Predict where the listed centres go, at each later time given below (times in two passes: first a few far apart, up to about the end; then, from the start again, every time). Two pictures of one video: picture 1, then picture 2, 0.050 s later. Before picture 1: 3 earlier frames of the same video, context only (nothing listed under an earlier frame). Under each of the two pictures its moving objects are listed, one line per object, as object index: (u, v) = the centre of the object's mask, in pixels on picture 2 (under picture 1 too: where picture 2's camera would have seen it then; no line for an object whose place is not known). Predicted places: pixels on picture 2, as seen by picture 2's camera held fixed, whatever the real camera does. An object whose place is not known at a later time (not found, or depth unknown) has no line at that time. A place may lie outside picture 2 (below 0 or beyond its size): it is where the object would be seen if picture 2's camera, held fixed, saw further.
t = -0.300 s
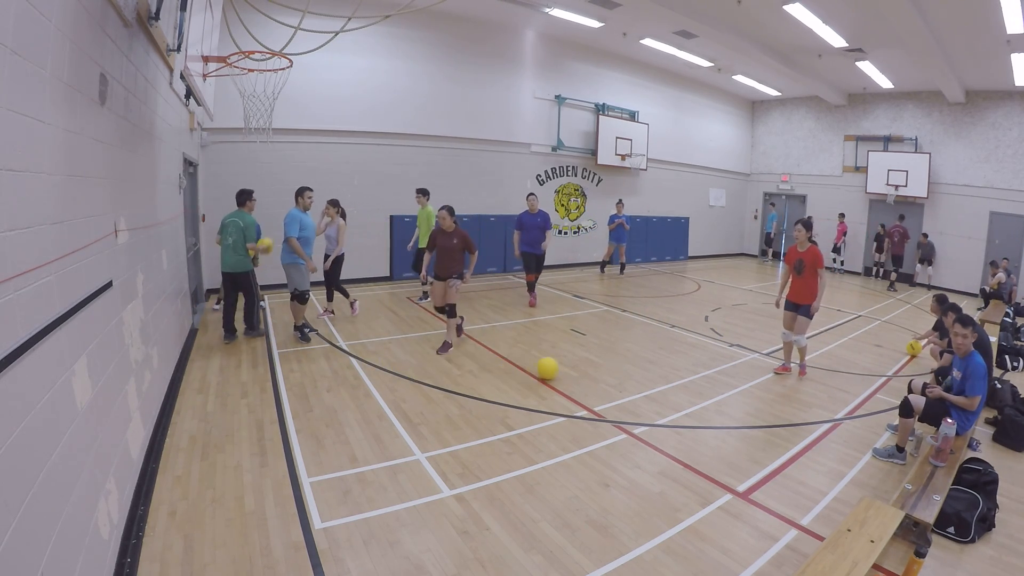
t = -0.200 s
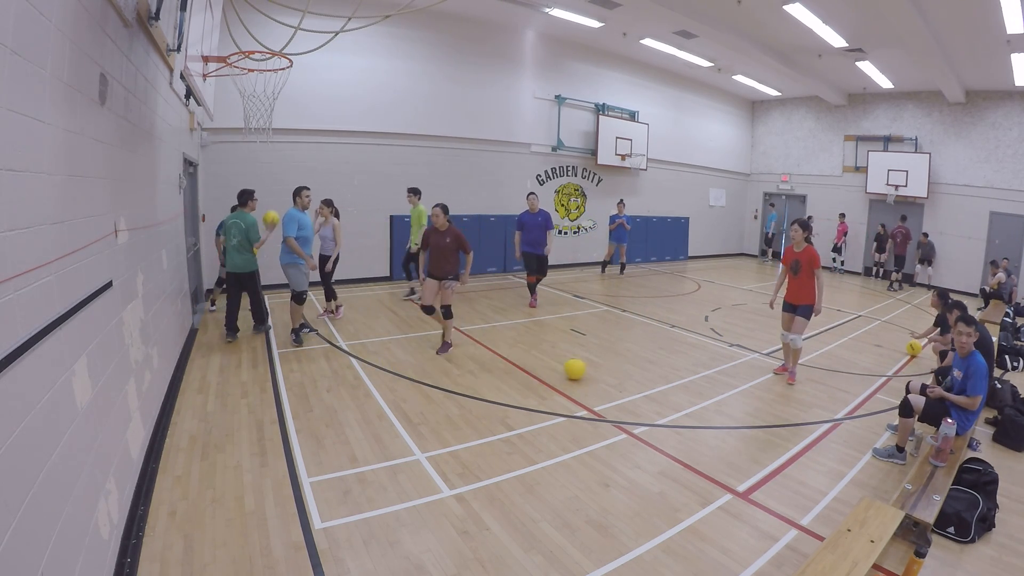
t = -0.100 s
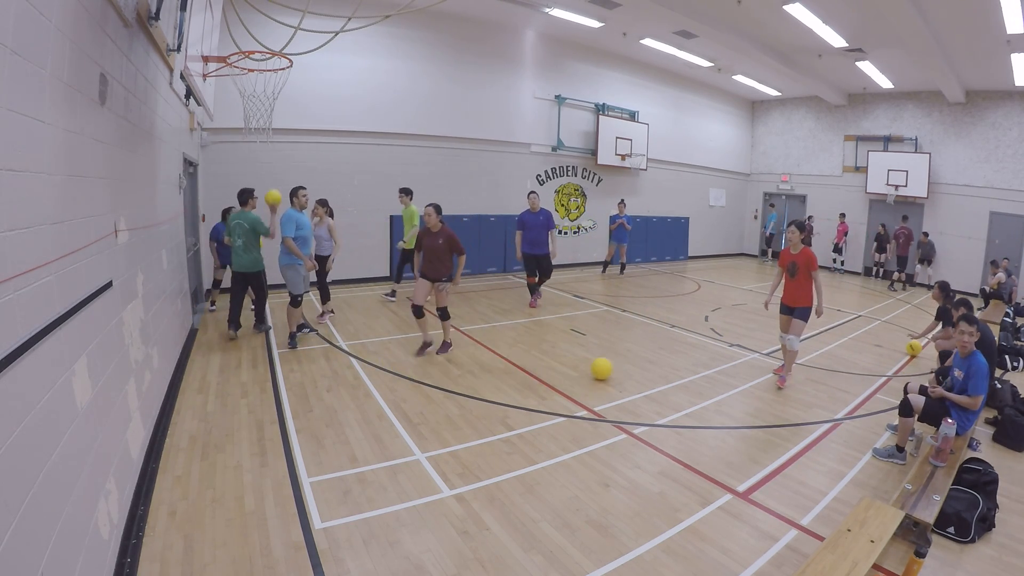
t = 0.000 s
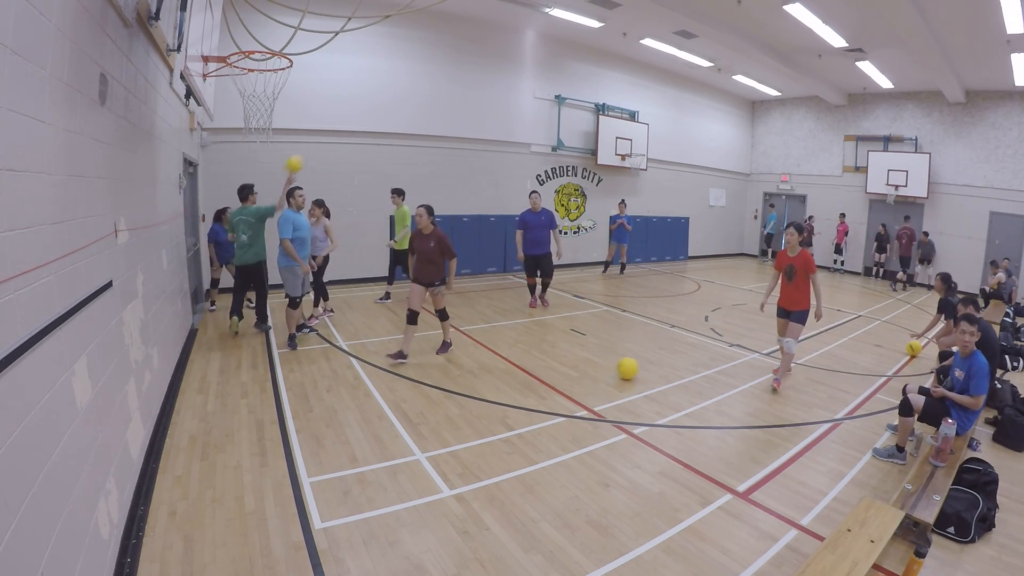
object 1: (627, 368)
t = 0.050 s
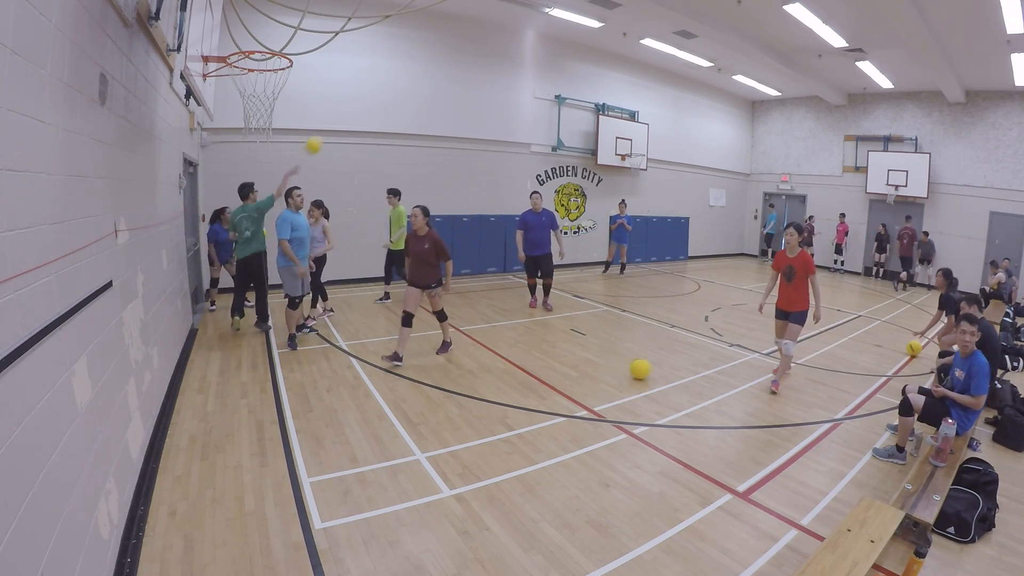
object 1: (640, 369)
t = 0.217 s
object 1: (680, 368)
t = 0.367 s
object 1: (714, 367)
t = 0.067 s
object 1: (644, 369)
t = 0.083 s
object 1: (648, 368)
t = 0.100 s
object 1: (652, 368)
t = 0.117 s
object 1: (656, 368)
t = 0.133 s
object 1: (660, 368)
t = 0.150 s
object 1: (664, 368)
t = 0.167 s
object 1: (668, 368)
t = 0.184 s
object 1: (672, 368)
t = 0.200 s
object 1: (676, 368)
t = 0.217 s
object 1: (680, 368)
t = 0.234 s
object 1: (684, 368)
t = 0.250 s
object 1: (687, 368)
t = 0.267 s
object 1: (691, 367)
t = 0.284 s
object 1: (695, 368)
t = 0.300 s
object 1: (699, 368)
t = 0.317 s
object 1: (703, 368)
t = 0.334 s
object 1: (706, 368)
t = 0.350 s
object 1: (710, 367)
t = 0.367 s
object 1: (714, 367)
